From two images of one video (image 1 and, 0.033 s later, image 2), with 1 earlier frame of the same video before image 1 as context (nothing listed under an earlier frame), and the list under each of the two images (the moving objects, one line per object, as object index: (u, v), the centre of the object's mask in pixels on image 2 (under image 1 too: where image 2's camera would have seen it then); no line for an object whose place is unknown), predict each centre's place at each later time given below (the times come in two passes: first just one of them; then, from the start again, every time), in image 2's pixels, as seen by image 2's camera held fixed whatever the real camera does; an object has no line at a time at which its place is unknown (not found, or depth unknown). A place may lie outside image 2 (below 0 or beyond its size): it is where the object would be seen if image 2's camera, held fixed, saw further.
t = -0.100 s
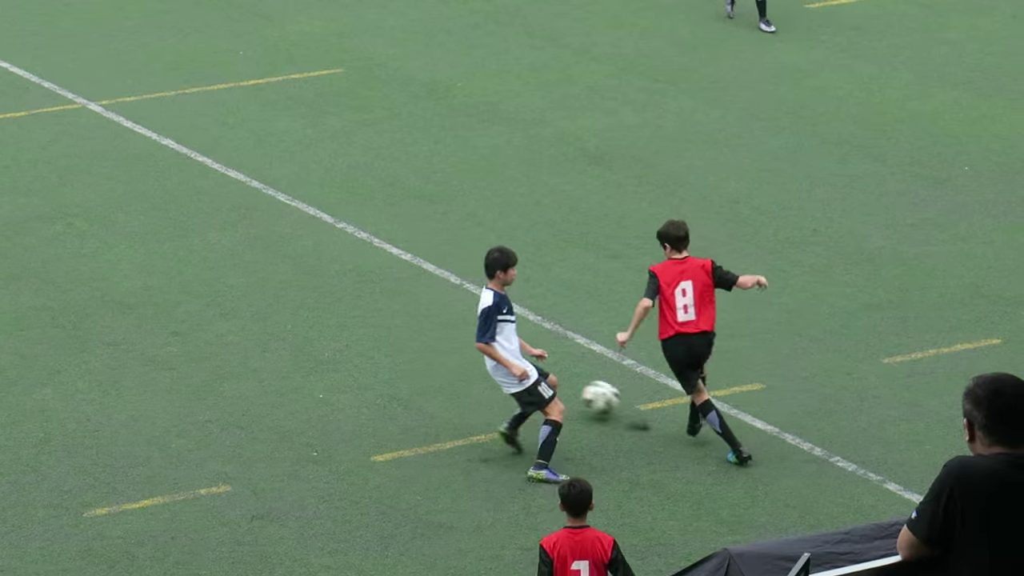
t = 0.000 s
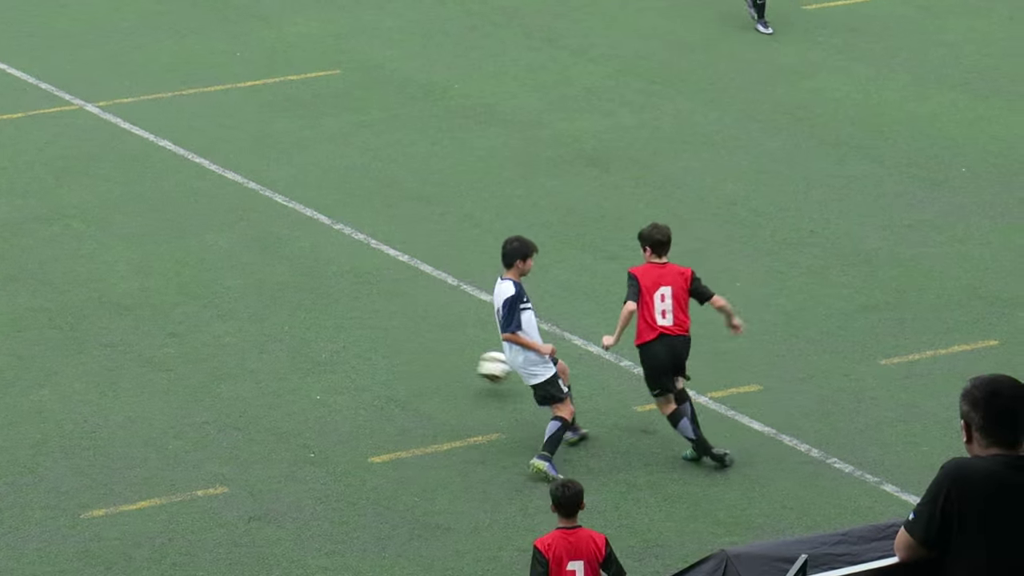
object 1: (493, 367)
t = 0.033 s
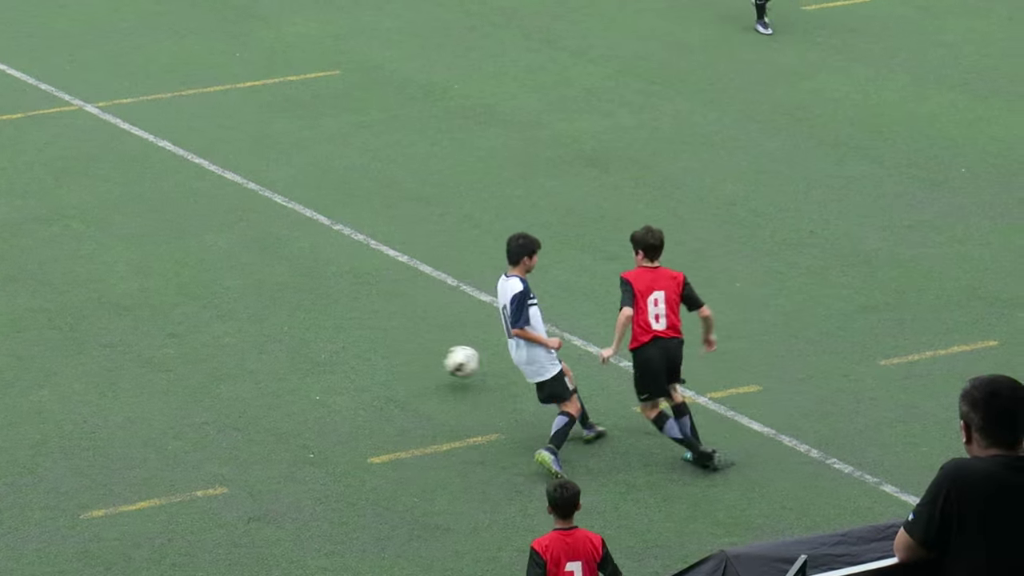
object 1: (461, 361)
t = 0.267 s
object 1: (267, 321)
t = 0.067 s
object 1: (429, 356)
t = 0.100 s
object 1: (398, 353)
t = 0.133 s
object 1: (367, 353)
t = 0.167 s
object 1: (339, 346)
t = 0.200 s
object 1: (315, 334)
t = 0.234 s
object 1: (291, 328)
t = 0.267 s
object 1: (267, 321)
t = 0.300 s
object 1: (244, 316)
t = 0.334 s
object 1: (221, 312)
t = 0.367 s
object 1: (198, 312)
